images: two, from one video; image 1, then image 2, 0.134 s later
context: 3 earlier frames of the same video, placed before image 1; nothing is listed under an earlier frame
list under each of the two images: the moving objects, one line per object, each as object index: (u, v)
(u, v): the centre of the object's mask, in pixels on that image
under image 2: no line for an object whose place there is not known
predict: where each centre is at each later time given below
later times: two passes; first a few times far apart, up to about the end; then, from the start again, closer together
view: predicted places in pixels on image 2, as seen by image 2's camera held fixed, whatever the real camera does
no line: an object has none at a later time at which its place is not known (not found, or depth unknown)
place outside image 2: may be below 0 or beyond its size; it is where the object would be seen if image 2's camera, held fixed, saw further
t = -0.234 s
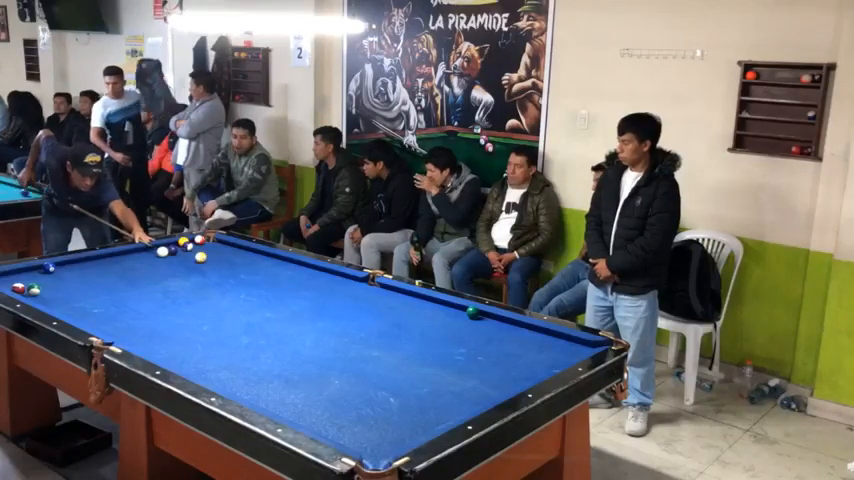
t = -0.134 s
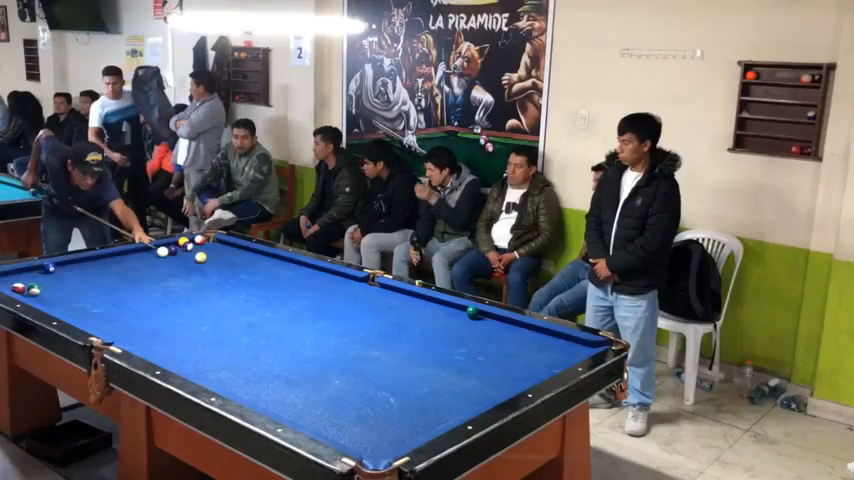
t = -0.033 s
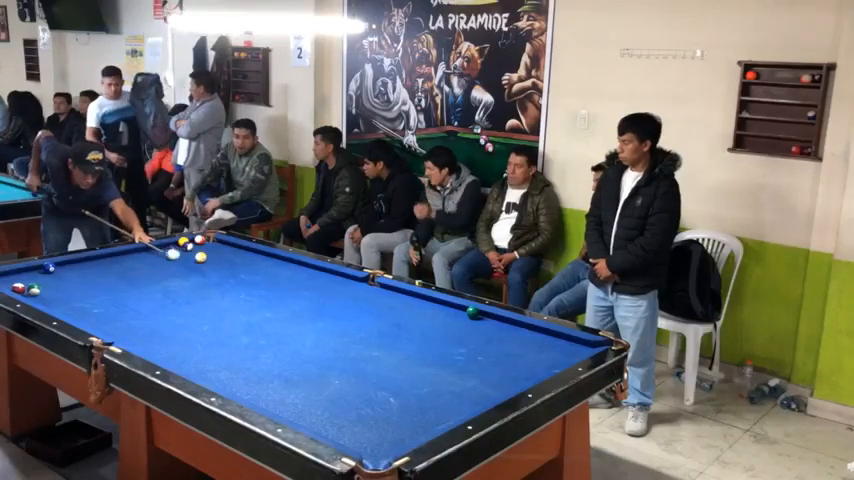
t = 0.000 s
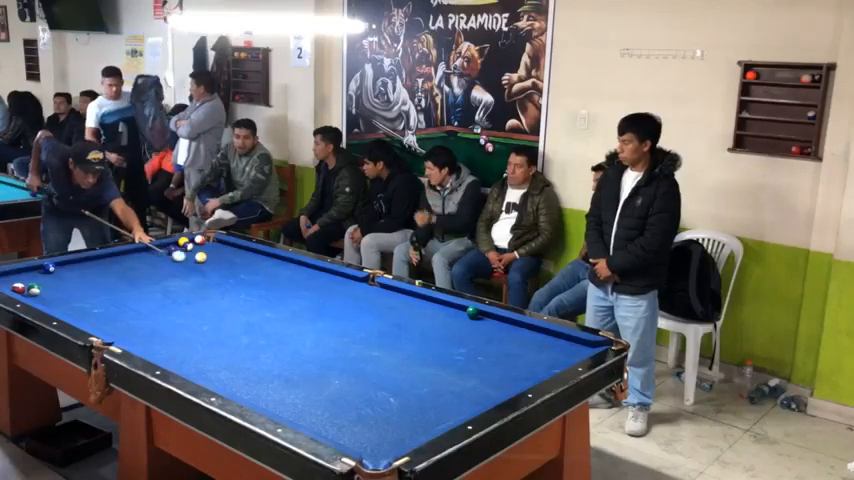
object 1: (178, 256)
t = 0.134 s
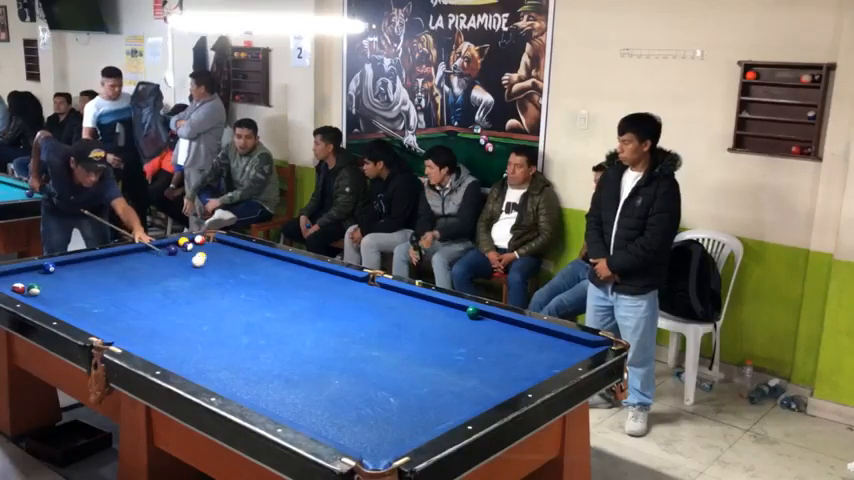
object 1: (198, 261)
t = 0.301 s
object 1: (219, 267)
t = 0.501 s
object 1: (246, 273)
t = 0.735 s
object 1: (278, 281)
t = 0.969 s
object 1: (312, 290)
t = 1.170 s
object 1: (341, 297)
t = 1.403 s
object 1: (376, 306)
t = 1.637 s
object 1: (413, 315)
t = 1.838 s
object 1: (446, 323)
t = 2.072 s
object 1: (486, 333)
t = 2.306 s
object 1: (527, 343)
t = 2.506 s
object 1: (563, 353)
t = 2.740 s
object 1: (556, 347)
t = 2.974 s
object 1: (536, 337)
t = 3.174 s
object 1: (520, 330)
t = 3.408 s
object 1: (502, 322)
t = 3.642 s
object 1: (485, 315)
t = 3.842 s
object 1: (480, 315)
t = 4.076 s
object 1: (476, 315)
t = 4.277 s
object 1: (472, 315)
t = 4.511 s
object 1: (470, 315)
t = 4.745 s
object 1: (468, 315)
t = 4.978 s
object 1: (467, 314)
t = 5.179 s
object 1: (467, 314)
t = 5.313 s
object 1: (468, 314)
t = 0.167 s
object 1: (201, 261)
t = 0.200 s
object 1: (207, 263)
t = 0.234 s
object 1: (211, 264)
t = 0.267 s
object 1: (215, 265)
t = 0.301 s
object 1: (219, 267)
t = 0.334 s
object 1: (224, 268)
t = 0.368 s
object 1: (228, 269)
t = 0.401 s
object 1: (233, 270)
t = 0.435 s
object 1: (237, 271)
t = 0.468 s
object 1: (242, 272)
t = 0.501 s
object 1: (246, 273)
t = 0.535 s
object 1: (251, 274)
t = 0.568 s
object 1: (255, 276)
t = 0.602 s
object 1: (260, 277)
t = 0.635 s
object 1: (264, 278)
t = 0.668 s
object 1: (269, 279)
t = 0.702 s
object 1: (273, 280)
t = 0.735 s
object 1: (278, 281)
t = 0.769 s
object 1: (283, 282)
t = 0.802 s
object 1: (287, 284)
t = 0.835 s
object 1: (292, 285)
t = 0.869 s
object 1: (297, 286)
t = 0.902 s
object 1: (302, 287)
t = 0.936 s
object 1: (307, 288)
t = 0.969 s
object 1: (312, 290)
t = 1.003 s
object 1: (316, 291)
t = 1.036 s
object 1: (321, 292)
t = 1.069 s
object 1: (326, 293)
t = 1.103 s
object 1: (331, 294)
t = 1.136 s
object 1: (336, 296)
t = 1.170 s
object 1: (341, 297)
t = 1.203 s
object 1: (346, 298)
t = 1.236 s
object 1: (351, 300)
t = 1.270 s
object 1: (357, 301)
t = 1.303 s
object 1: (361, 302)
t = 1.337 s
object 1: (367, 303)
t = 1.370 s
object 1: (372, 304)
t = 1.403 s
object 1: (376, 306)
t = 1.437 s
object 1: (382, 307)
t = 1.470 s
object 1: (387, 308)
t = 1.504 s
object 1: (392, 310)
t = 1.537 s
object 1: (398, 311)
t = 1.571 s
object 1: (403, 312)
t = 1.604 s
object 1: (408, 313)
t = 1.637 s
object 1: (413, 315)
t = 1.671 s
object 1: (419, 316)
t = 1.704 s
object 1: (425, 318)
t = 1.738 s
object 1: (430, 319)
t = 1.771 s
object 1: (435, 320)
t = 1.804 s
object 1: (440, 322)
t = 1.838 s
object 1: (446, 323)
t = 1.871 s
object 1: (452, 324)
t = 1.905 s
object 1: (457, 326)
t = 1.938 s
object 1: (463, 327)
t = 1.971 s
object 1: (469, 329)
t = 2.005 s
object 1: (474, 330)
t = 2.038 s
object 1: (480, 331)
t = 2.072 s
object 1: (486, 333)
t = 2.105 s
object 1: (491, 335)
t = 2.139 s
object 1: (497, 336)
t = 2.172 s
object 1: (503, 337)
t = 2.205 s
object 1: (509, 339)
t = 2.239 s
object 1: (515, 341)
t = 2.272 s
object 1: (521, 342)
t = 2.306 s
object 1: (527, 343)
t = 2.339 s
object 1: (533, 345)
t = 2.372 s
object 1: (539, 346)
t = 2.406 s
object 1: (545, 348)
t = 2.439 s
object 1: (551, 350)
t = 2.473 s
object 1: (557, 351)
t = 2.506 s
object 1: (563, 353)
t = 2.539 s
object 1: (569, 353)
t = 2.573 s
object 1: (571, 353)
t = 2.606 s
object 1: (568, 352)
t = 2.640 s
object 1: (565, 351)
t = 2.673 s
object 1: (562, 350)
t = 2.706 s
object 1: (559, 349)
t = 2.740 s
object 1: (556, 347)
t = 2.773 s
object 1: (553, 345)
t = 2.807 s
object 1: (550, 344)
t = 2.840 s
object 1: (547, 343)
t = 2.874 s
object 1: (544, 342)
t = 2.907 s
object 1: (541, 340)
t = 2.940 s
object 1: (538, 339)
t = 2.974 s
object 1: (536, 337)
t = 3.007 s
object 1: (533, 336)
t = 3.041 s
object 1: (530, 335)
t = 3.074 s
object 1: (527, 334)
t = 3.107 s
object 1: (524, 332)
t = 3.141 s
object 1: (522, 331)
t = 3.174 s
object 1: (520, 330)
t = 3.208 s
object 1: (517, 329)
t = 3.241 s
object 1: (514, 328)
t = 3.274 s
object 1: (512, 326)
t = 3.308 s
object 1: (509, 325)
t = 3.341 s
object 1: (507, 324)
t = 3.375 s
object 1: (504, 323)
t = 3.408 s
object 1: (502, 322)
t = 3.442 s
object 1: (500, 321)
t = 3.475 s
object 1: (497, 319)
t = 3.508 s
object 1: (495, 318)
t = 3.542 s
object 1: (493, 317)
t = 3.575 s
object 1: (490, 316)
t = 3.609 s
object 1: (488, 316)
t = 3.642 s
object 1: (485, 315)
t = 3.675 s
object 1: (484, 315)
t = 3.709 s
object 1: (483, 315)
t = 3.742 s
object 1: (482, 315)
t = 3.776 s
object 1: (481, 315)
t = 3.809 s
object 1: (481, 315)
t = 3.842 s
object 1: (480, 315)
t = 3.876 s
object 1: (479, 315)
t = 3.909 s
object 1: (479, 315)
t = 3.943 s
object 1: (478, 315)
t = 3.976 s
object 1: (478, 315)
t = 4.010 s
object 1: (477, 315)
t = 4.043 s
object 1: (476, 315)
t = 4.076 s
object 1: (476, 315)
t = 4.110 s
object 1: (476, 315)
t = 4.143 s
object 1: (475, 315)
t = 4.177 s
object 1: (474, 315)
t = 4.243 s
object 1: (473, 315)
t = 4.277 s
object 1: (472, 315)
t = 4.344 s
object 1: (472, 315)
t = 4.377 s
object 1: (471, 315)
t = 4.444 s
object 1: (471, 315)
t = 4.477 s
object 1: (471, 315)
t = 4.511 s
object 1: (470, 315)
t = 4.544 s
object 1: (470, 315)
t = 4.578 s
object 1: (469, 315)
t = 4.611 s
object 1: (469, 315)
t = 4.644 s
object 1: (469, 315)
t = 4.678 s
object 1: (469, 315)
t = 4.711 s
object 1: (469, 315)
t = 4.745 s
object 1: (468, 315)
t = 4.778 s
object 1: (468, 314)
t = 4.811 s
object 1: (468, 314)
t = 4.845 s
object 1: (468, 314)
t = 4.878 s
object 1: (468, 314)
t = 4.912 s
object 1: (467, 314)
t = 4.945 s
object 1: (467, 314)
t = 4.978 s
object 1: (467, 314)
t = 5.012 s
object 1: (467, 314)
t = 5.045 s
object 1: (467, 314)
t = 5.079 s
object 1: (467, 314)
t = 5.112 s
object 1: (467, 314)
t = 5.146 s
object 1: (467, 314)
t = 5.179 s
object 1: (467, 314)
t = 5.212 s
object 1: (467, 314)
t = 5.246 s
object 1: (468, 315)
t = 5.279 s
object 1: (468, 314)
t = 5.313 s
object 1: (468, 314)
